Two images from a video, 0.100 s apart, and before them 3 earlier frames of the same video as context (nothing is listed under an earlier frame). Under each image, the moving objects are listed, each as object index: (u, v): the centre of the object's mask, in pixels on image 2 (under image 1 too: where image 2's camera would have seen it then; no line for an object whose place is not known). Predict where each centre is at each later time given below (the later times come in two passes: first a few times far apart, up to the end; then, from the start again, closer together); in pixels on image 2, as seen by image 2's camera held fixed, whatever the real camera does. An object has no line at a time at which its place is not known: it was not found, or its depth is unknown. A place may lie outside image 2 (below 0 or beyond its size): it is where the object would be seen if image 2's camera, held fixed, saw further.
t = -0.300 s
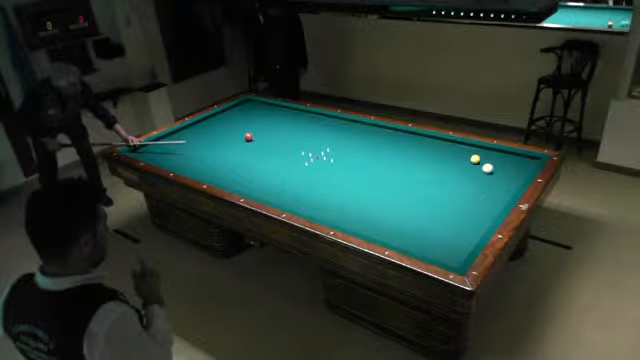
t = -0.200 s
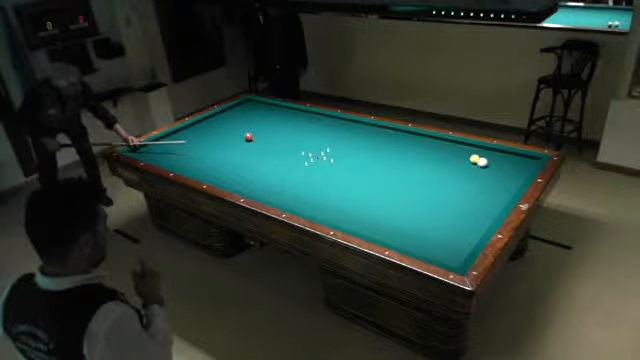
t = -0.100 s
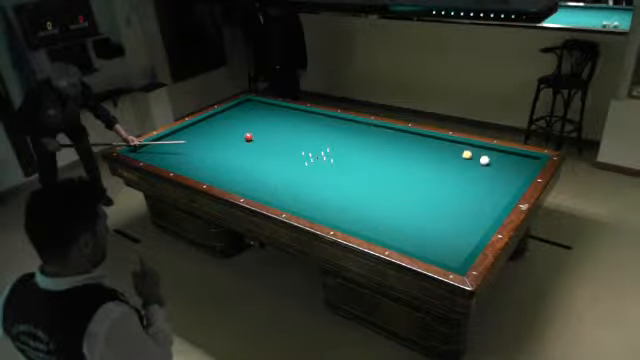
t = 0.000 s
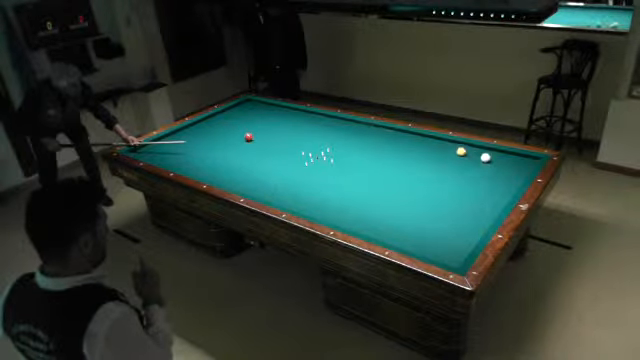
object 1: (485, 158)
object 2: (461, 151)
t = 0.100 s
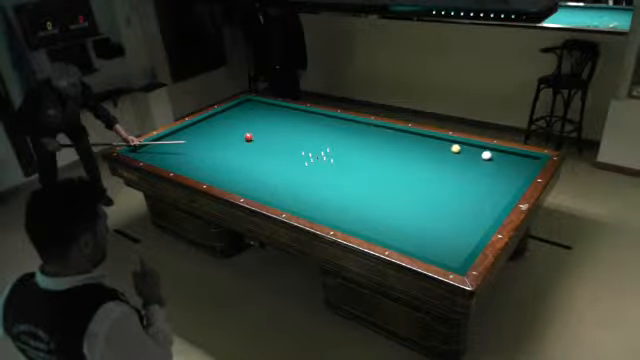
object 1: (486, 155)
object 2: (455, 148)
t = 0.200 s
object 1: (487, 153)
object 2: (450, 146)
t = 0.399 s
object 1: (487, 149)
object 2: (440, 141)
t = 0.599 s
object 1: (480, 150)
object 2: (429, 138)
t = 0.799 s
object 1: (473, 151)
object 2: (418, 137)
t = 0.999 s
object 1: (467, 152)
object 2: (407, 136)
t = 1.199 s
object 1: (461, 153)
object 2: (397, 135)
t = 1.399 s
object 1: (455, 154)
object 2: (387, 134)
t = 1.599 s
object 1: (449, 155)
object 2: (377, 134)
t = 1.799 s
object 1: (443, 156)
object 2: (367, 133)
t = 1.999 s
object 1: (438, 156)
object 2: (358, 132)
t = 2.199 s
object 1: (433, 157)
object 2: (350, 132)
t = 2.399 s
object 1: (428, 158)
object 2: (341, 131)
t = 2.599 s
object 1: (423, 159)
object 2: (334, 130)
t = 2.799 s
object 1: (418, 159)
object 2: (325, 130)
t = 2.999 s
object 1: (413, 160)
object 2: (318, 129)
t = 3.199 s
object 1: (409, 160)
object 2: (311, 128)
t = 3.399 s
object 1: (405, 161)
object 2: (303, 128)
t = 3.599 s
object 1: (402, 162)
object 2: (298, 127)
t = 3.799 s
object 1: (398, 163)
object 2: (291, 126)
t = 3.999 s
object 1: (395, 163)
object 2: (284, 126)
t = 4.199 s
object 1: (392, 163)
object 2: (278, 125)
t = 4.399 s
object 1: (389, 164)
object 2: (272, 125)
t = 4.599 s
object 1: (387, 164)
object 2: (267, 124)
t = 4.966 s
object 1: (382, 165)
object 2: (256, 124)
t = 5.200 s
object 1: (381, 165)
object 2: (250, 123)
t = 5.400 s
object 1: (379, 165)
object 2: (246, 123)
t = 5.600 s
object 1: (377, 166)
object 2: (241, 122)
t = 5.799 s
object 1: (376, 166)
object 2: (236, 122)
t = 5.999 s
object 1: (376, 166)
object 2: (232, 122)
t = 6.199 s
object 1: (375, 166)
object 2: (229, 122)
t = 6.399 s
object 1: (375, 166)
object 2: (225, 122)
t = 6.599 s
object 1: (375, 166)
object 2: (221, 121)
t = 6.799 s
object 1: (375, 166)
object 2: (218, 121)
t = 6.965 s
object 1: (375, 166)
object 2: (214, 121)
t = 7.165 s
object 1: (375, 166)
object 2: (211, 120)
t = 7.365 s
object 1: (375, 166)
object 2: (209, 120)
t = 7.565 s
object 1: (375, 166)
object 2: (206, 120)
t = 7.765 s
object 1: (375, 166)
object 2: (203, 120)
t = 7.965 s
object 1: (375, 166)
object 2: (202, 120)
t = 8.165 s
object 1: (375, 166)
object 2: (202, 120)
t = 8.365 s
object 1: (375, 166)
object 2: (203, 121)
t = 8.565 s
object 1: (375, 166)
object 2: (203, 121)
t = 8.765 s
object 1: (375, 166)
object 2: (204, 121)
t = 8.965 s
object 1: (375, 166)
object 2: (204, 121)
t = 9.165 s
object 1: (375, 166)
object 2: (204, 121)
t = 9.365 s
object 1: (375, 166)
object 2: (205, 122)
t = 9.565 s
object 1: (375, 166)
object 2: (205, 122)
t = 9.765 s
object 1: (375, 166)
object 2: (205, 122)
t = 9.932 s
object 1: (375, 166)
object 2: (205, 122)
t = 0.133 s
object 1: (487, 154)
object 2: (454, 148)
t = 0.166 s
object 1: (487, 154)
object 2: (452, 147)
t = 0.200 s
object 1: (487, 153)
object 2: (450, 146)
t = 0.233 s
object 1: (488, 152)
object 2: (448, 145)
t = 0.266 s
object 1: (488, 151)
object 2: (447, 144)
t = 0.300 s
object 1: (488, 150)
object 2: (445, 143)
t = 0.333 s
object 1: (489, 150)
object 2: (443, 142)
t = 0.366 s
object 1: (488, 149)
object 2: (442, 141)
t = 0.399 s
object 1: (487, 149)
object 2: (440, 141)
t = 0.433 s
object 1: (486, 150)
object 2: (439, 140)
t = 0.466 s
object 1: (485, 150)
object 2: (437, 139)
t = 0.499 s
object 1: (484, 150)
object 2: (435, 138)
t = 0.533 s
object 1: (483, 150)
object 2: (433, 138)
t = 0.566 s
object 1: (482, 150)
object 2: (432, 138)
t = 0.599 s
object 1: (480, 150)
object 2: (429, 138)
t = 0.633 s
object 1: (479, 150)
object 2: (427, 138)
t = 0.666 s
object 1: (478, 151)
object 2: (425, 138)
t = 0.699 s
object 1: (477, 151)
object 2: (424, 138)
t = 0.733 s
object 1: (475, 151)
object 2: (422, 137)
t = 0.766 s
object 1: (475, 151)
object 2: (420, 137)
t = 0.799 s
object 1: (473, 151)
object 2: (418, 137)
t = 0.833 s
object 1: (472, 151)
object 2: (416, 137)
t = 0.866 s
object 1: (471, 152)
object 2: (414, 137)
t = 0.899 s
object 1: (470, 152)
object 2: (413, 137)
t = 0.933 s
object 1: (469, 152)
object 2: (411, 136)
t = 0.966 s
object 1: (468, 152)
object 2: (409, 136)
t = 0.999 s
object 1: (467, 152)
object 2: (407, 136)
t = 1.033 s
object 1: (466, 152)
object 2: (406, 136)
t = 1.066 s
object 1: (465, 152)
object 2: (404, 136)
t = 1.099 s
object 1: (464, 152)
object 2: (402, 136)
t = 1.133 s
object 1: (463, 152)
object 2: (401, 136)
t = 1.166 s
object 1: (462, 153)
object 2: (398, 136)
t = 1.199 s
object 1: (461, 153)
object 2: (397, 135)
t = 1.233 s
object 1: (460, 153)
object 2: (395, 135)
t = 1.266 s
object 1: (459, 153)
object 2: (393, 135)
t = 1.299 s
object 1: (458, 153)
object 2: (391, 135)
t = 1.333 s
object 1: (456, 154)
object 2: (390, 135)
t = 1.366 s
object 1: (455, 154)
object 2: (388, 135)
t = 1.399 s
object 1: (455, 154)
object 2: (387, 134)
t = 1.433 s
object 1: (454, 154)
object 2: (385, 135)
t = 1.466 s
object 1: (453, 154)
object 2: (384, 134)
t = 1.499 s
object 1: (452, 154)
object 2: (382, 134)
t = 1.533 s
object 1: (451, 154)
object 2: (380, 134)
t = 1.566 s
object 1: (450, 155)
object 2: (379, 134)
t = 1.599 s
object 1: (449, 155)
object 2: (377, 134)
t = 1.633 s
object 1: (448, 155)
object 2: (376, 134)
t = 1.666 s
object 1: (447, 155)
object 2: (374, 134)
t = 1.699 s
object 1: (446, 155)
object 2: (372, 133)
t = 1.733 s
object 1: (445, 155)
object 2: (371, 134)
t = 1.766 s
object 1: (444, 155)
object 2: (369, 133)
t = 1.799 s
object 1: (443, 156)
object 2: (367, 133)
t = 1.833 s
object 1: (442, 156)
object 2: (366, 133)
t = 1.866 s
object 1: (441, 156)
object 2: (365, 133)
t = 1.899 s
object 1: (440, 156)
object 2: (363, 133)
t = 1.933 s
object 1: (439, 156)
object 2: (362, 133)
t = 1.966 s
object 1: (438, 156)
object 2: (360, 133)
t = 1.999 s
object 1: (438, 156)
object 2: (358, 132)
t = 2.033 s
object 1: (437, 157)
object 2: (357, 132)
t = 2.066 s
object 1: (436, 157)
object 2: (356, 132)
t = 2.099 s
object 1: (435, 157)
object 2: (354, 132)
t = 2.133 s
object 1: (434, 157)
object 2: (353, 132)
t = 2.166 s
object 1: (433, 157)
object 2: (351, 132)
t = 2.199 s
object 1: (433, 157)
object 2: (350, 132)
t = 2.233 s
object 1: (432, 157)
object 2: (348, 132)
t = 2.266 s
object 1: (431, 157)
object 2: (347, 132)
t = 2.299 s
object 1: (430, 157)
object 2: (345, 131)
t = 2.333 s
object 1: (429, 158)
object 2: (344, 131)
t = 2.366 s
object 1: (428, 158)
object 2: (343, 131)
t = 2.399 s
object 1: (428, 158)
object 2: (341, 131)
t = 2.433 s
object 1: (426, 158)
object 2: (340, 131)
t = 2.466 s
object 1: (426, 158)
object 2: (339, 131)
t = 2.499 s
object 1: (425, 158)
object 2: (337, 131)
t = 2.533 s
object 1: (424, 158)
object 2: (336, 131)
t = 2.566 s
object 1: (423, 159)
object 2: (335, 131)
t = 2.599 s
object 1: (423, 159)
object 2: (334, 130)
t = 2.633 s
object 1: (422, 158)
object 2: (332, 130)
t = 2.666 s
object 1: (421, 159)
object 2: (331, 130)
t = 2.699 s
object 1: (420, 159)
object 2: (329, 130)
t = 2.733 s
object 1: (419, 159)
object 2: (328, 130)
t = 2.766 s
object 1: (419, 159)
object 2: (327, 130)
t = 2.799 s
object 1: (418, 159)
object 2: (325, 130)
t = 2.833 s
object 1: (417, 160)
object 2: (324, 129)
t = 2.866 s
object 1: (416, 160)
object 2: (323, 129)
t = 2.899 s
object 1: (416, 160)
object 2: (322, 129)
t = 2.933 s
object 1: (415, 160)
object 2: (320, 129)
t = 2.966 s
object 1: (414, 160)
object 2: (319, 129)
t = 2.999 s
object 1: (413, 160)
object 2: (318, 129)
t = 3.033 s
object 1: (413, 160)
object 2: (316, 129)
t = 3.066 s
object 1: (412, 160)
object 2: (315, 129)
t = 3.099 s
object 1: (411, 160)
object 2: (314, 129)
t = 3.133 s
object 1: (411, 160)
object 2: (313, 128)
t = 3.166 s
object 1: (410, 160)
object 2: (312, 129)
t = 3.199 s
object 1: (409, 160)
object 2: (311, 128)
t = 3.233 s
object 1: (409, 161)
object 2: (310, 128)
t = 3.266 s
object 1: (408, 161)
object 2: (308, 128)
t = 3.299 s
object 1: (407, 161)
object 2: (307, 128)
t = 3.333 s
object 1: (407, 161)
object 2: (305, 128)
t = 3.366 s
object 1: (406, 161)
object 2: (304, 128)
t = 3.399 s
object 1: (405, 161)
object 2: (303, 128)
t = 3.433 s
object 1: (405, 162)
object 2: (302, 128)
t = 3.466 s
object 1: (404, 162)
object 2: (301, 128)
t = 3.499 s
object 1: (404, 162)
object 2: (300, 127)
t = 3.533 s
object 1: (403, 162)
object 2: (299, 127)
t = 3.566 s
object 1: (402, 162)
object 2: (298, 127)
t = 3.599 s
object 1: (402, 162)
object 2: (298, 127)
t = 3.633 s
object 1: (401, 162)
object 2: (296, 127)
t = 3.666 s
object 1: (401, 162)
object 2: (295, 127)
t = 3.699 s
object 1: (400, 162)
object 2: (294, 127)
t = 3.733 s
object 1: (400, 162)
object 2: (293, 127)
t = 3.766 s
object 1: (399, 162)
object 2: (292, 126)
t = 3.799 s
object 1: (398, 163)
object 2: (291, 126)
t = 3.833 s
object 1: (398, 163)
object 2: (289, 126)
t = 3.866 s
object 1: (397, 163)
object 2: (288, 126)
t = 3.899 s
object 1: (397, 163)
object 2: (287, 126)
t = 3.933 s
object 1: (396, 163)
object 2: (286, 126)
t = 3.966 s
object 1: (396, 163)
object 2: (285, 126)
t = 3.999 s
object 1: (395, 163)
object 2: (284, 126)
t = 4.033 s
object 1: (395, 163)
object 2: (283, 126)
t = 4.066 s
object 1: (394, 163)
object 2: (282, 126)
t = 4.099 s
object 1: (394, 163)
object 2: (281, 126)
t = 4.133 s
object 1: (393, 163)
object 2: (280, 126)
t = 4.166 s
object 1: (393, 163)
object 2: (279, 126)
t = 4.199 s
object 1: (392, 163)
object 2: (278, 125)
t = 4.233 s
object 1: (392, 163)
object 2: (277, 125)
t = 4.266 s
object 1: (392, 163)
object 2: (276, 125)
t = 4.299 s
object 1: (391, 164)
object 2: (275, 125)
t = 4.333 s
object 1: (391, 164)
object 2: (274, 125)
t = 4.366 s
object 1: (390, 164)
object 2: (273, 125)
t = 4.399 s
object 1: (389, 164)
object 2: (272, 125)
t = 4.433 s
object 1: (389, 164)
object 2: (271, 125)
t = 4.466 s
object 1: (389, 164)
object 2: (270, 125)
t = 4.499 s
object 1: (388, 164)
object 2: (269, 125)
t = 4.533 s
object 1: (388, 164)
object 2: (268, 125)
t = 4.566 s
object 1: (387, 164)
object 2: (267, 125)
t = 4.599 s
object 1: (387, 164)
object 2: (267, 124)
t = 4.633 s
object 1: (386, 164)
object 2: (266, 124)
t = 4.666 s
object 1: (386, 164)
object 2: (265, 124)
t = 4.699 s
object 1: (386, 164)
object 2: (264, 124)
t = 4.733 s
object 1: (385, 164)
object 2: (264, 124)
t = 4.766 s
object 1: (385, 165)
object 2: (262, 124)
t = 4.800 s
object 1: (385, 165)
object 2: (260, 124)
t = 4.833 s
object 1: (383, 165)
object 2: (260, 124)
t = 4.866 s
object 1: (384, 165)
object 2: (259, 124)
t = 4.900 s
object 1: (383, 165)
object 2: (257, 124)
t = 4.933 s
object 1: (383, 165)
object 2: (257, 124)
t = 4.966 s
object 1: (382, 165)
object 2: (256, 124)
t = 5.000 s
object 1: (382, 165)
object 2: (256, 124)
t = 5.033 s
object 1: (382, 165)
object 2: (254, 124)
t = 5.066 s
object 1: (381, 165)
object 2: (254, 124)
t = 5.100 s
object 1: (381, 165)
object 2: (253, 124)
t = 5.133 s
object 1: (381, 165)
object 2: (251, 123)
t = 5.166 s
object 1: (381, 165)
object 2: (251, 123)
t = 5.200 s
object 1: (381, 165)
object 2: (250, 123)
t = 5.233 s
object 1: (380, 165)
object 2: (250, 123)
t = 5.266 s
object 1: (380, 165)
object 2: (249, 123)
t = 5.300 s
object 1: (380, 165)
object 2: (248, 123)
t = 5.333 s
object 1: (380, 165)
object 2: (248, 123)
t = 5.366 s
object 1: (379, 165)
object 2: (246, 123)
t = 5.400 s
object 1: (379, 165)
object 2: (246, 123)
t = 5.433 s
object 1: (379, 166)
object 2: (245, 123)
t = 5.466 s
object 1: (379, 166)
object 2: (244, 123)
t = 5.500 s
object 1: (378, 165)
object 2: (243, 123)
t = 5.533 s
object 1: (378, 166)
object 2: (242, 122)
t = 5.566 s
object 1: (378, 166)
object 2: (242, 122)
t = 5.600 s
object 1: (377, 166)
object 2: (241, 122)
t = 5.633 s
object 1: (377, 166)
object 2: (240, 122)
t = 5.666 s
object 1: (377, 166)
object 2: (239, 122)
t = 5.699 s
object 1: (377, 166)
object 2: (239, 122)
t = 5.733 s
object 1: (377, 166)
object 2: (238, 122)
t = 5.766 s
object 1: (376, 166)
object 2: (238, 123)
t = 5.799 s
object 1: (376, 166)
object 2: (236, 122)
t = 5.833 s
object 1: (376, 166)
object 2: (236, 122)
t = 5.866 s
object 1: (376, 166)
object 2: (236, 122)
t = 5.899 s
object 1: (376, 166)
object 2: (235, 122)
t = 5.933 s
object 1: (376, 166)
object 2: (235, 122)
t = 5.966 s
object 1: (376, 166)
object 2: (233, 122)
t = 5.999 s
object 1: (376, 166)
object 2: (232, 122)
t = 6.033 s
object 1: (376, 166)
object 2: (232, 122)
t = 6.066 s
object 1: (375, 166)
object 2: (231, 122)
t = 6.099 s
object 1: (375, 166)
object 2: (231, 122)
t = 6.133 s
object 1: (375, 166)
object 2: (230, 122)
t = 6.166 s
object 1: (375, 166)
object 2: (229, 122)
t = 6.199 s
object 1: (375, 166)
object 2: (229, 122)
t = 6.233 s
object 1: (375, 166)
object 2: (228, 122)
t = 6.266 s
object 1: (375, 166)
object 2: (227, 122)
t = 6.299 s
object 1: (375, 166)
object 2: (227, 122)
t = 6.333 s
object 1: (375, 166)
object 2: (227, 122)
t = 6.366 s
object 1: (375, 166)
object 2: (225, 121)
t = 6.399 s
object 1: (375, 166)
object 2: (225, 122)
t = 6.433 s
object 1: (375, 166)
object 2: (224, 122)
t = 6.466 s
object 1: (375, 166)
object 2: (223, 121)
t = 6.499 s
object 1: (375, 166)
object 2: (223, 121)
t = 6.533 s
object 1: (375, 166)
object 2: (222, 121)
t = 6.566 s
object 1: (375, 166)
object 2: (222, 121)
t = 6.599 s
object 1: (375, 166)
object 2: (221, 121)
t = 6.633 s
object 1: (375, 166)
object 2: (220, 121)
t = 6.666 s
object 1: (375, 166)
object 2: (220, 121)
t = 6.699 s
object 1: (375, 166)
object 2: (220, 121)
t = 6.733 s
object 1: (375, 166)
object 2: (219, 121)
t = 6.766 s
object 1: (375, 166)
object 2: (219, 121)
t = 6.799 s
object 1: (375, 166)
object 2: (218, 121)
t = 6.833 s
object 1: (375, 166)
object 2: (218, 121)
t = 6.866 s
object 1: (375, 166)
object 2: (218, 121)
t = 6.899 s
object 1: (375, 166)
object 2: (216, 121)
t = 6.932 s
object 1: (375, 166)
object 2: (214, 121)
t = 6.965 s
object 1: (375, 166)
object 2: (214, 121)
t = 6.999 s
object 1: (375, 166)
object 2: (214, 121)
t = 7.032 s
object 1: (375, 166)
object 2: (213, 120)
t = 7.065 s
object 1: (375, 166)
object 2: (213, 120)
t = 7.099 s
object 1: (375, 166)
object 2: (213, 121)
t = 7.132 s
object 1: (375, 166)
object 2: (212, 121)
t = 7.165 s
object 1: (375, 166)
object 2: (211, 120)
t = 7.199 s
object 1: (375, 166)
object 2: (211, 120)
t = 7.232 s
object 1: (375, 166)
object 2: (211, 120)
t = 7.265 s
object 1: (375, 166)
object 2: (210, 120)
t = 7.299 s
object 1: (375, 166)
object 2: (210, 120)
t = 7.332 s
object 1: (375, 166)
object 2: (210, 120)
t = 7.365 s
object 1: (375, 166)
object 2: (209, 120)
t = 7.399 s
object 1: (375, 166)
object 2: (208, 120)
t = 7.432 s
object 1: (375, 166)
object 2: (208, 120)
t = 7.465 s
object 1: (375, 166)
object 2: (207, 120)
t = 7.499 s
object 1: (375, 166)
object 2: (207, 120)
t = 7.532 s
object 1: (375, 166)
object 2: (206, 120)
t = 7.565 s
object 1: (375, 166)
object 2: (206, 120)
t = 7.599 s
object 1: (375, 166)
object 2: (205, 120)
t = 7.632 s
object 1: (375, 166)
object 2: (205, 120)
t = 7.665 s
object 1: (375, 166)
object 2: (204, 120)
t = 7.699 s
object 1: (375, 166)
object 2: (204, 120)
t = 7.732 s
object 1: (375, 166)
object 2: (204, 120)
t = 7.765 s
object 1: (375, 166)
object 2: (203, 120)
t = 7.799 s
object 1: (375, 166)
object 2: (203, 120)
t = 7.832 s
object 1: (375, 166)
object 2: (203, 120)
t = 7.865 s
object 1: (375, 166)
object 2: (202, 120)
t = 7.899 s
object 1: (375, 166)
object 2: (202, 120)
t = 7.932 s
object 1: (375, 166)
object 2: (202, 120)
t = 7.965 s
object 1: (375, 166)
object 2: (202, 120)
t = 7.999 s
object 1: (375, 166)
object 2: (202, 120)
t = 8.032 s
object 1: (375, 166)
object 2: (202, 120)
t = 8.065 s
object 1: (375, 166)
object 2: (202, 120)
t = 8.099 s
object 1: (375, 166)
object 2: (202, 120)
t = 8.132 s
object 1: (375, 166)
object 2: (202, 120)
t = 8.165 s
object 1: (375, 166)
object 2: (202, 120)
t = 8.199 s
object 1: (375, 166)
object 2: (202, 120)
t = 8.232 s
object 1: (375, 166)
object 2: (203, 120)
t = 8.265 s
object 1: (375, 166)
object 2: (202, 120)
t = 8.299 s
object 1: (375, 166)
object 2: (203, 121)
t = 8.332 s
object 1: (375, 166)
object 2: (203, 121)
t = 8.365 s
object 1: (375, 166)
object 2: (203, 121)
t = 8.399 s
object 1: (375, 166)
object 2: (203, 121)
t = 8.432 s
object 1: (375, 166)
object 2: (203, 121)
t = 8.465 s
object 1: (375, 166)
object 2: (203, 121)
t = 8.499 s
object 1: (375, 166)
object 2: (203, 121)
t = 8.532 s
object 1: (375, 166)
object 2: (203, 121)
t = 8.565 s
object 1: (375, 166)
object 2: (203, 121)
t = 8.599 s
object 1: (375, 166)
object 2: (203, 121)
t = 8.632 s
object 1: (375, 166)
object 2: (204, 121)
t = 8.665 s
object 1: (375, 166)
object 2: (204, 121)
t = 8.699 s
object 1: (375, 166)
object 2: (204, 121)
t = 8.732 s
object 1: (375, 166)
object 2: (204, 121)
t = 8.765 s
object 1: (375, 166)
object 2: (204, 121)
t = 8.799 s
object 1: (375, 166)
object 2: (204, 121)
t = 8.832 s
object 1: (375, 166)
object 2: (204, 121)
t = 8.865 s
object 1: (375, 166)
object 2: (204, 121)
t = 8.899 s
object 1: (375, 166)
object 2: (204, 121)
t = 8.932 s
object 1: (375, 166)
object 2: (204, 121)
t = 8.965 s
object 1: (375, 166)
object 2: (204, 121)
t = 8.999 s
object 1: (375, 166)
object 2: (204, 121)
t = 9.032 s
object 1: (375, 166)
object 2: (204, 121)
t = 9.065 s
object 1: (375, 166)
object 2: (204, 121)
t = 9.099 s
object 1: (375, 166)
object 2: (204, 121)
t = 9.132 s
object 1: (375, 166)
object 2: (204, 121)
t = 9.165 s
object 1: (375, 166)
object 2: (204, 121)
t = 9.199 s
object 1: (375, 166)
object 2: (204, 121)
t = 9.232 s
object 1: (375, 166)
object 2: (205, 122)
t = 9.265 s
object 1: (375, 166)
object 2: (205, 122)
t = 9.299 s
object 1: (375, 166)
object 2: (205, 122)
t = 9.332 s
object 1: (375, 166)
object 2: (205, 122)
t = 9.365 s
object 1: (375, 166)
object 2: (205, 122)
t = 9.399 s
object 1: (375, 166)
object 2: (205, 122)
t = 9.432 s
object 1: (375, 166)
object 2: (205, 122)
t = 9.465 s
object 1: (375, 166)
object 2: (205, 122)
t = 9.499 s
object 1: (375, 166)
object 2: (205, 122)
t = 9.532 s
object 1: (375, 166)
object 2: (205, 122)
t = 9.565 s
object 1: (375, 166)
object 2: (205, 122)
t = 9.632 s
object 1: (375, 166)
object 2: (205, 122)
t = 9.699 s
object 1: (375, 166)
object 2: (205, 122)
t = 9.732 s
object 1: (375, 166)
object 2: (205, 122)
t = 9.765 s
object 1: (375, 166)
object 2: (205, 122)
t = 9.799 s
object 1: (375, 166)
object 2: (205, 122)
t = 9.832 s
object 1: (375, 166)
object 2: (205, 122)
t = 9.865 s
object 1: (375, 166)
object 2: (205, 122)
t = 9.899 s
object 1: (375, 166)
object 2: (205, 122)
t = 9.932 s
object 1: (375, 166)
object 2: (205, 122)
